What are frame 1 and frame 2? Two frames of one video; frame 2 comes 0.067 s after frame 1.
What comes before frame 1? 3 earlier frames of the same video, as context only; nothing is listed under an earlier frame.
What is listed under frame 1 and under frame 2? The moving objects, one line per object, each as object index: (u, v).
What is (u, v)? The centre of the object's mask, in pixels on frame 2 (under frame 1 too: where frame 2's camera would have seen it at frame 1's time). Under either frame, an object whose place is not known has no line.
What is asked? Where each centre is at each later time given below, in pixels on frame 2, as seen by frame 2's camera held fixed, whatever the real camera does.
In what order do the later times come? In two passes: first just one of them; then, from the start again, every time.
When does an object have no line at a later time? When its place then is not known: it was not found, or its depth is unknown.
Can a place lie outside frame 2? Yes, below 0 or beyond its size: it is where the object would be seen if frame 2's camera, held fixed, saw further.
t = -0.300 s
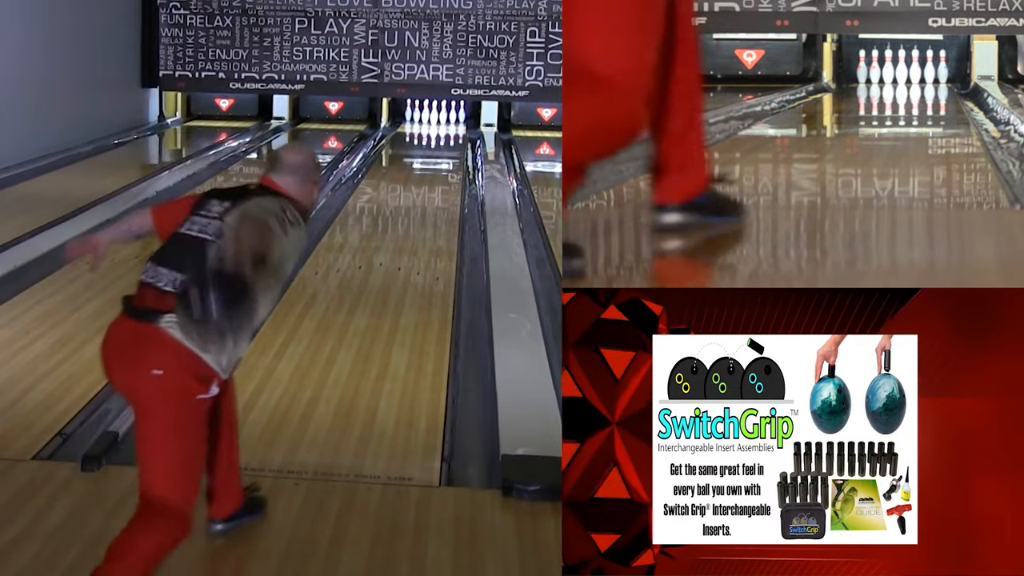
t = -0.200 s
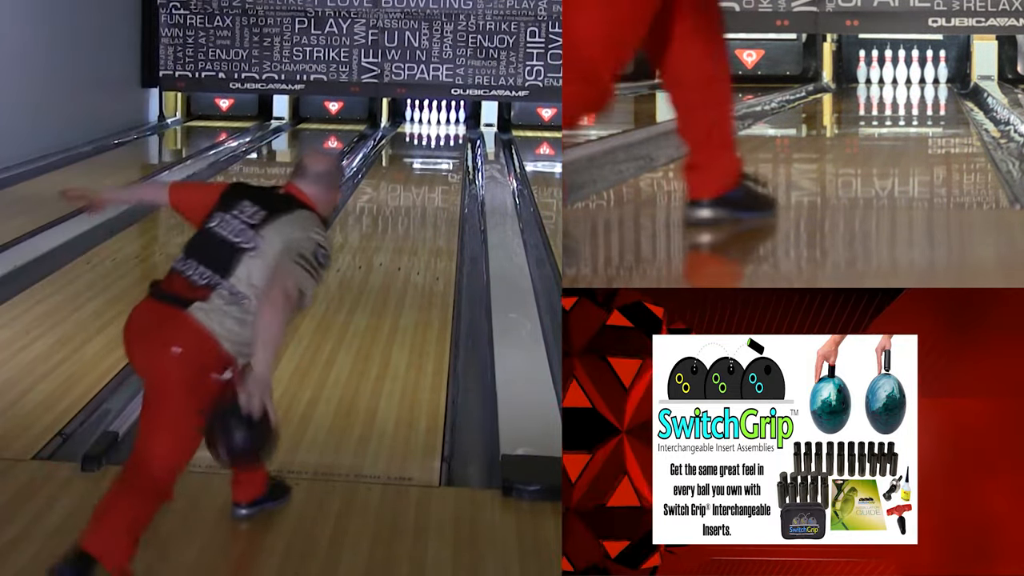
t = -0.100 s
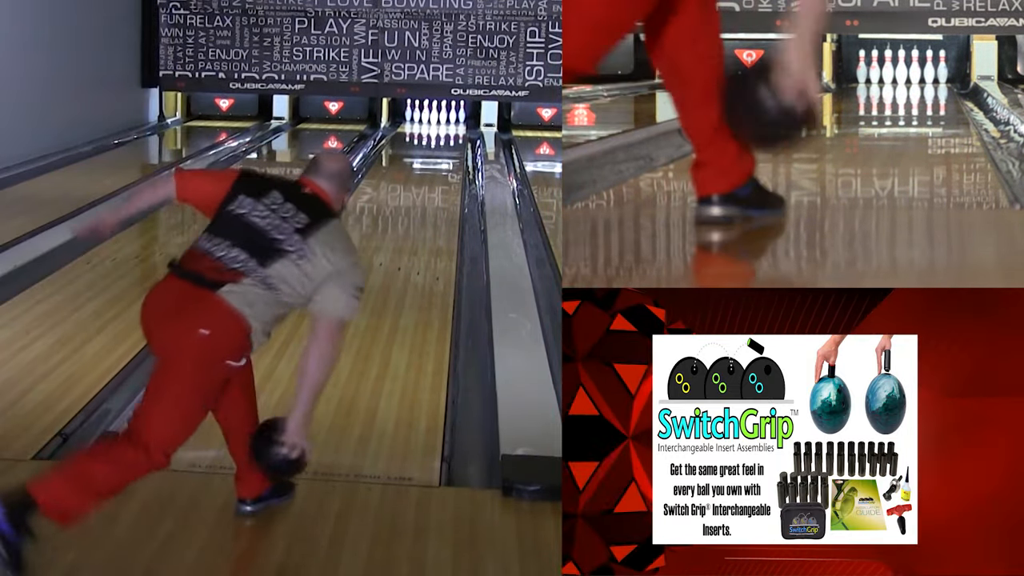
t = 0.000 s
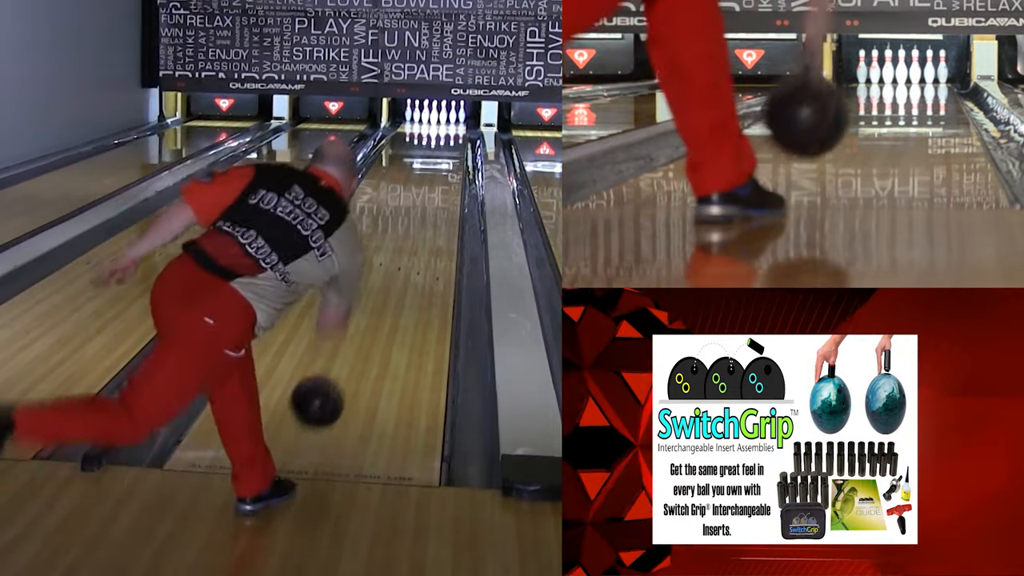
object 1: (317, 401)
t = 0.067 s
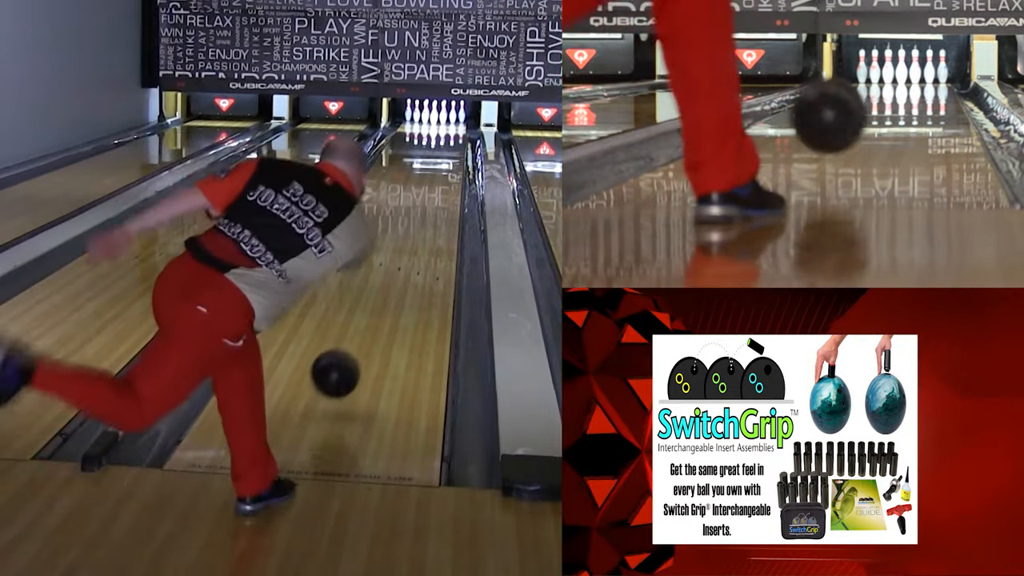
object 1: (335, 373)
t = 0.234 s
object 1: (369, 328)
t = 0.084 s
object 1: (339, 368)
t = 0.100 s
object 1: (343, 364)
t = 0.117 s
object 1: (347, 361)
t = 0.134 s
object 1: (350, 358)
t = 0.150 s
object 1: (354, 357)
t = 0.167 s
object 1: (357, 352)
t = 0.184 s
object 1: (360, 345)
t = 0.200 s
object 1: (363, 338)
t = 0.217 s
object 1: (366, 333)
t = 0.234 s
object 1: (369, 328)
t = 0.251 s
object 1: (371, 324)
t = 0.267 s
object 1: (374, 318)
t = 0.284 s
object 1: (376, 314)
